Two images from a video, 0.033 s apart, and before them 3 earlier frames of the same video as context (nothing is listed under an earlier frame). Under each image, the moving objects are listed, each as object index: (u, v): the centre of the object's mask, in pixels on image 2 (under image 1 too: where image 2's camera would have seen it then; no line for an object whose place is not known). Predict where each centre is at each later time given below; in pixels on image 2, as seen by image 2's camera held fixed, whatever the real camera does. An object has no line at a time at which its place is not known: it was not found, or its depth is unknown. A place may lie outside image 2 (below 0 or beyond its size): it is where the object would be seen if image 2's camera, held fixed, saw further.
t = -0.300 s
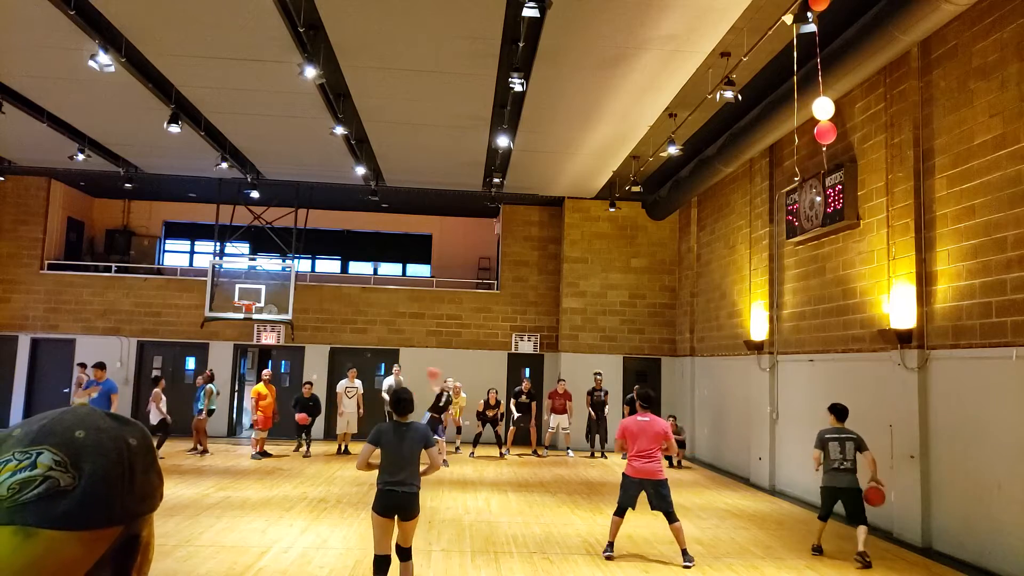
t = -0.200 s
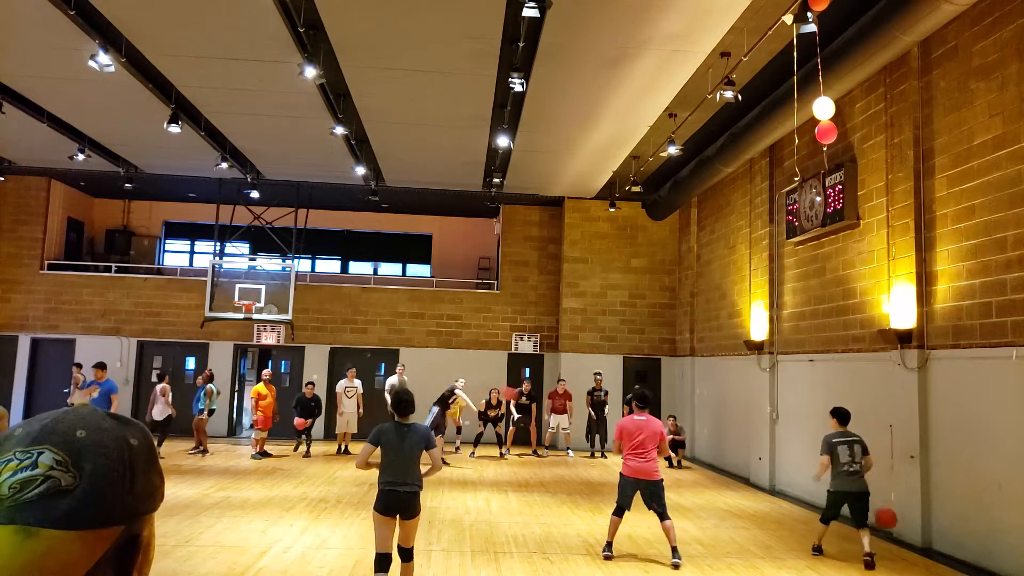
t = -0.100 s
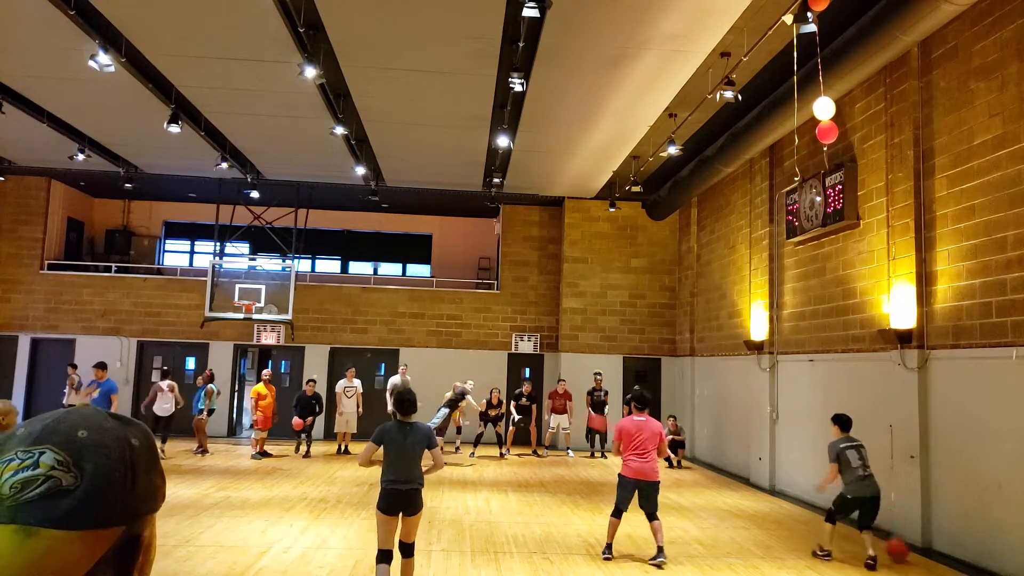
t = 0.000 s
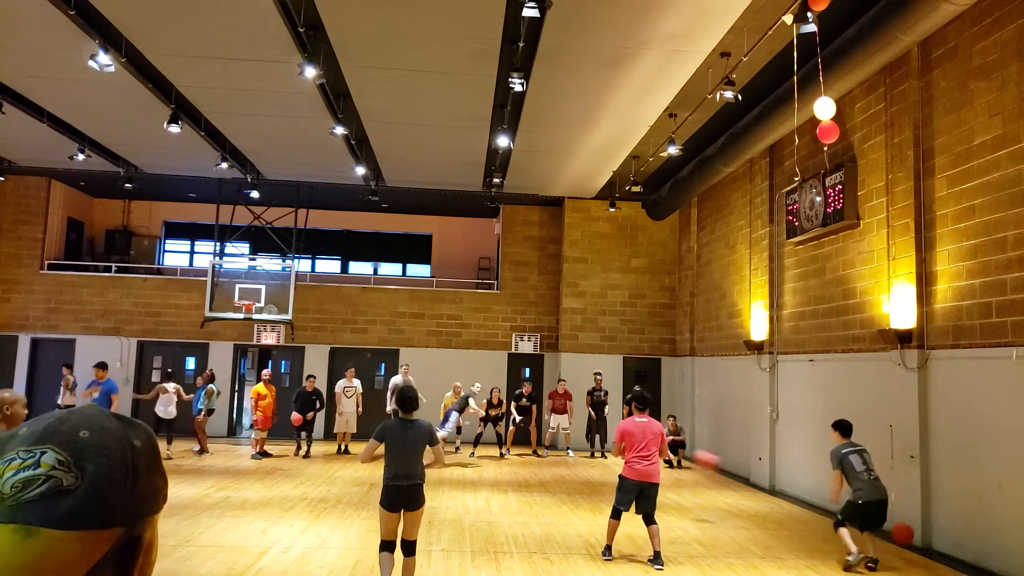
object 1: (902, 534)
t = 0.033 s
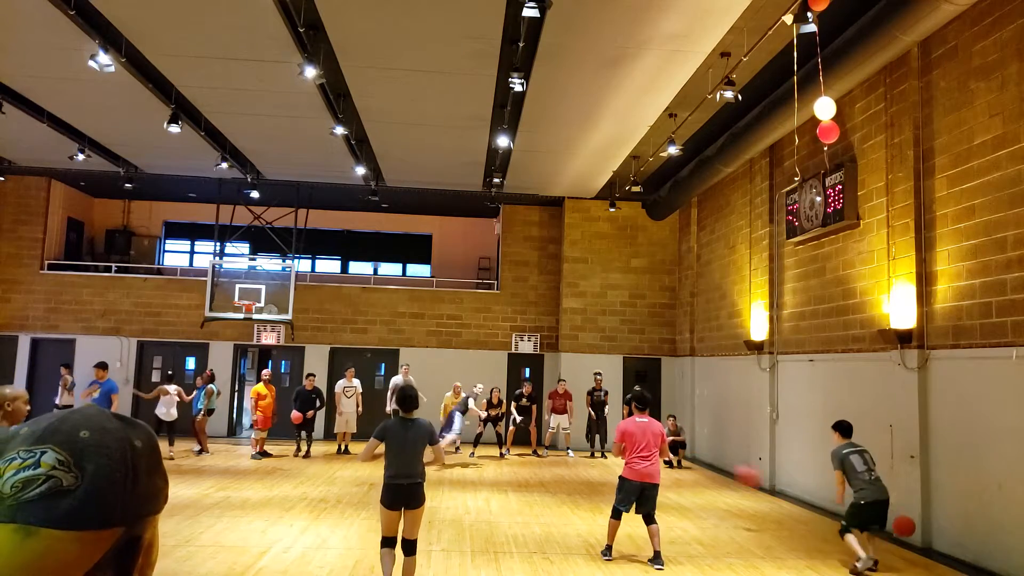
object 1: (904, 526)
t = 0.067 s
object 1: (905, 519)
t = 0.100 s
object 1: (907, 515)
